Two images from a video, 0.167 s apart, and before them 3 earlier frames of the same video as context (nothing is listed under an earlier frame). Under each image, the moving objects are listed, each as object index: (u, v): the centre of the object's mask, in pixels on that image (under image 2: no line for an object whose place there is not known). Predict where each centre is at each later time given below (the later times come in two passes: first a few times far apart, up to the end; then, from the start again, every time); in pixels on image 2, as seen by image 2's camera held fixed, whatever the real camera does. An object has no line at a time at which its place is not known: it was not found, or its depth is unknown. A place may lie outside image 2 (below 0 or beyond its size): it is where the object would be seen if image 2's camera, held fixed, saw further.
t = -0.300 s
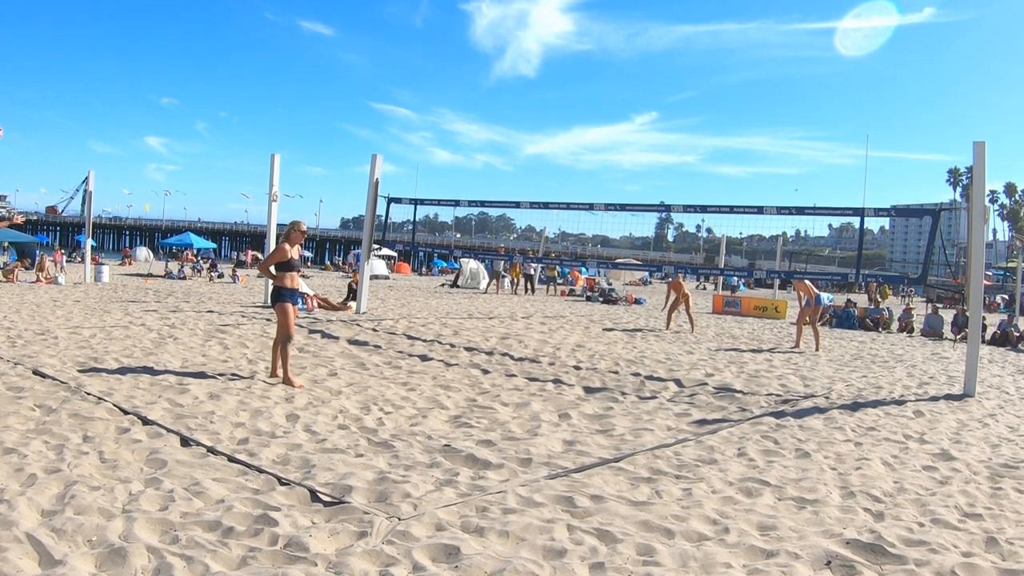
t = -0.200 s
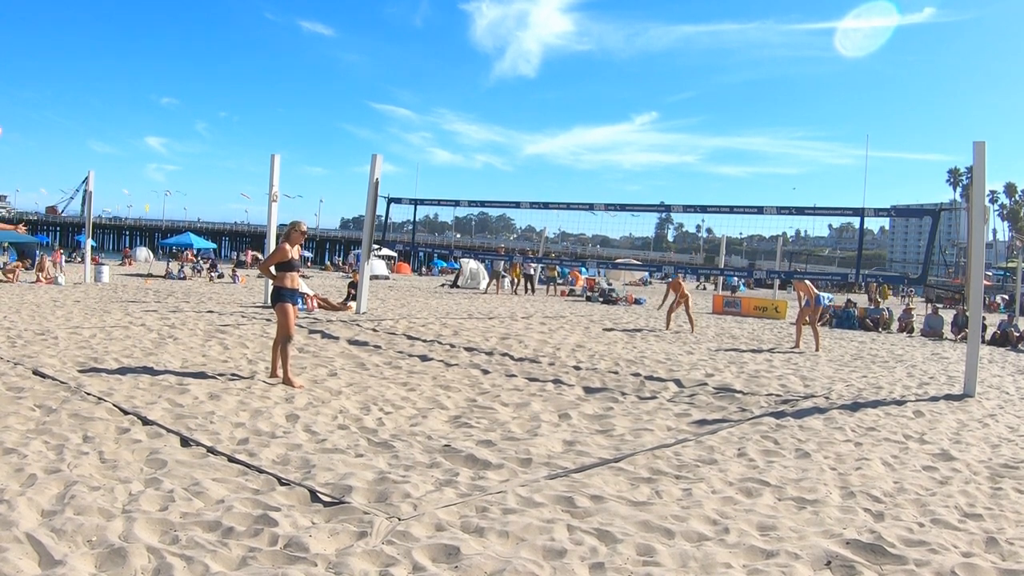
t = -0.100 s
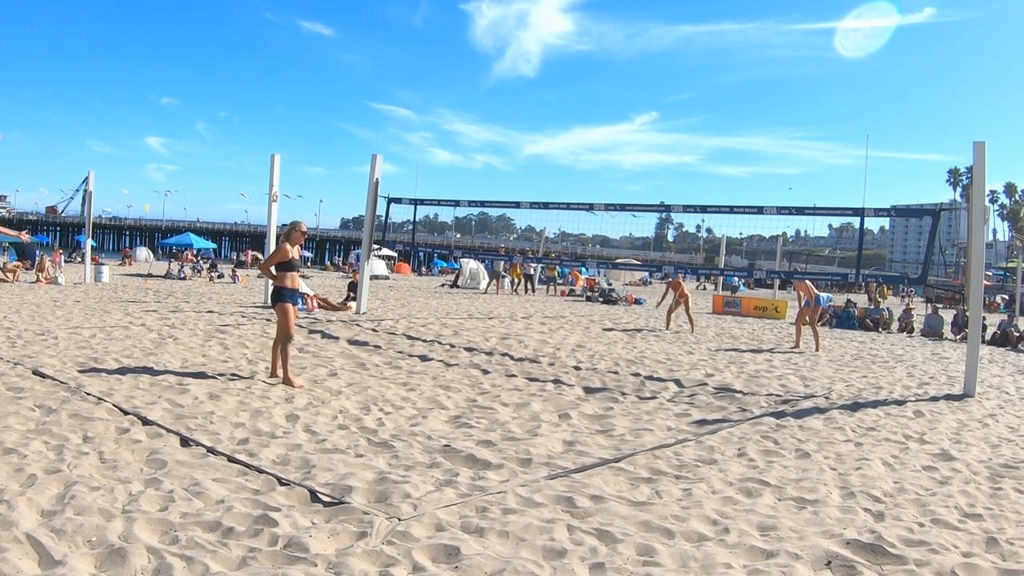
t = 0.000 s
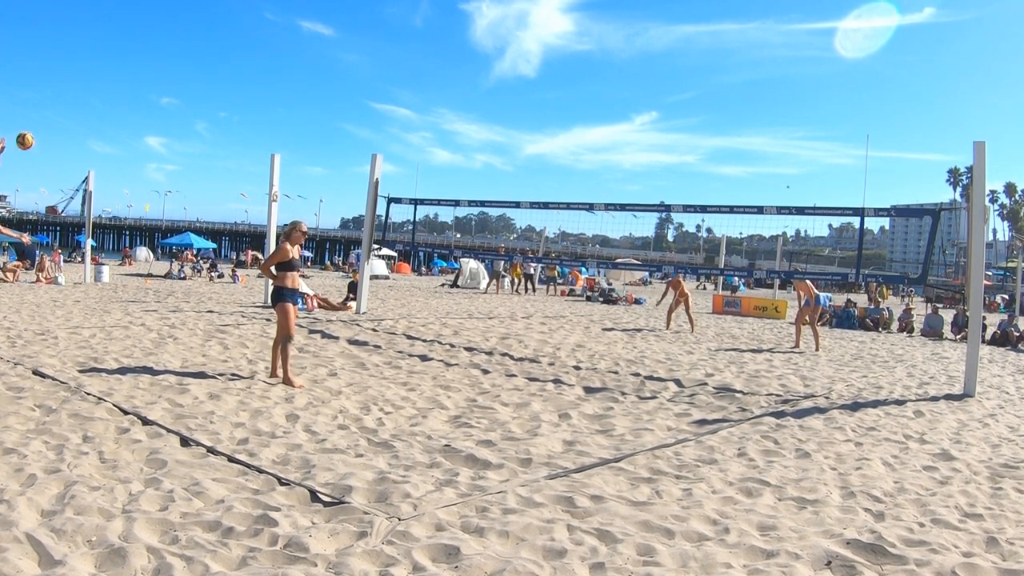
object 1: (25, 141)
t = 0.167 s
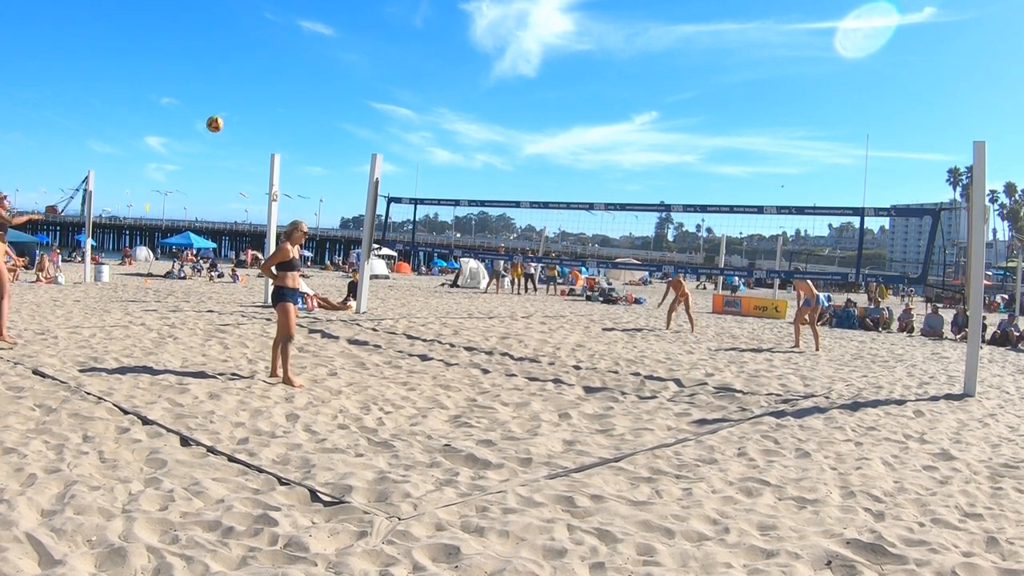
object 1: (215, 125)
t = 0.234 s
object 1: (282, 124)
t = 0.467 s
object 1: (482, 150)
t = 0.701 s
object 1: (628, 200)
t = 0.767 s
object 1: (661, 221)
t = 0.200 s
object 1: (249, 123)
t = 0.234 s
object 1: (282, 124)
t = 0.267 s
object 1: (314, 126)
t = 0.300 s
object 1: (346, 128)
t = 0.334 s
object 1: (375, 131)
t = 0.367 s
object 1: (404, 135)
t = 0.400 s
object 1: (432, 139)
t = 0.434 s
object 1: (457, 145)
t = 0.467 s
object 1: (482, 150)
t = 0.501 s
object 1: (506, 157)
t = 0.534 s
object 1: (529, 163)
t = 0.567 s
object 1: (550, 170)
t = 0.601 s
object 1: (571, 178)
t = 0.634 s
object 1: (591, 185)
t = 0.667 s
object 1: (610, 193)
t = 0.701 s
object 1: (628, 200)
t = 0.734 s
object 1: (645, 214)
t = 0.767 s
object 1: (661, 221)
